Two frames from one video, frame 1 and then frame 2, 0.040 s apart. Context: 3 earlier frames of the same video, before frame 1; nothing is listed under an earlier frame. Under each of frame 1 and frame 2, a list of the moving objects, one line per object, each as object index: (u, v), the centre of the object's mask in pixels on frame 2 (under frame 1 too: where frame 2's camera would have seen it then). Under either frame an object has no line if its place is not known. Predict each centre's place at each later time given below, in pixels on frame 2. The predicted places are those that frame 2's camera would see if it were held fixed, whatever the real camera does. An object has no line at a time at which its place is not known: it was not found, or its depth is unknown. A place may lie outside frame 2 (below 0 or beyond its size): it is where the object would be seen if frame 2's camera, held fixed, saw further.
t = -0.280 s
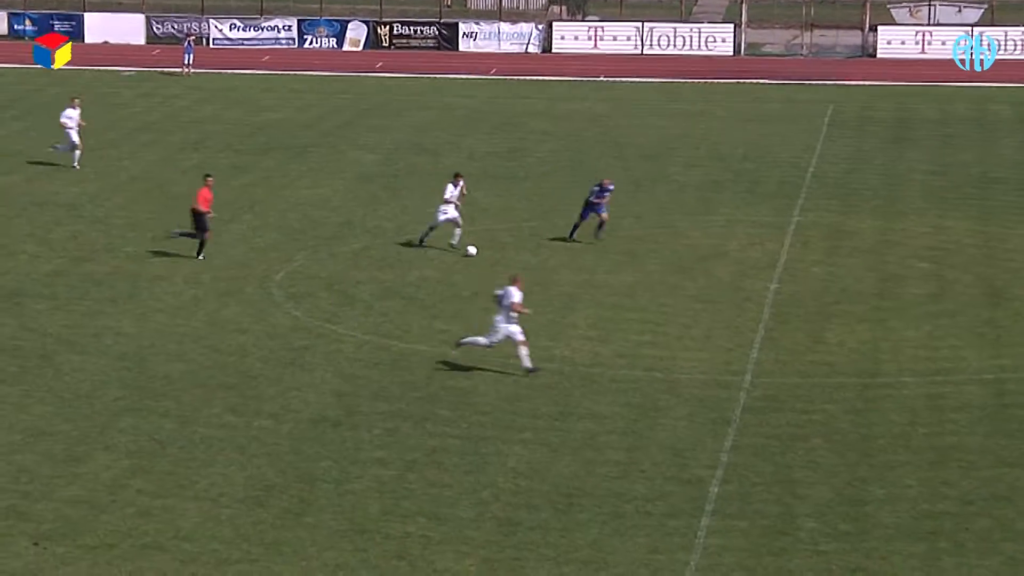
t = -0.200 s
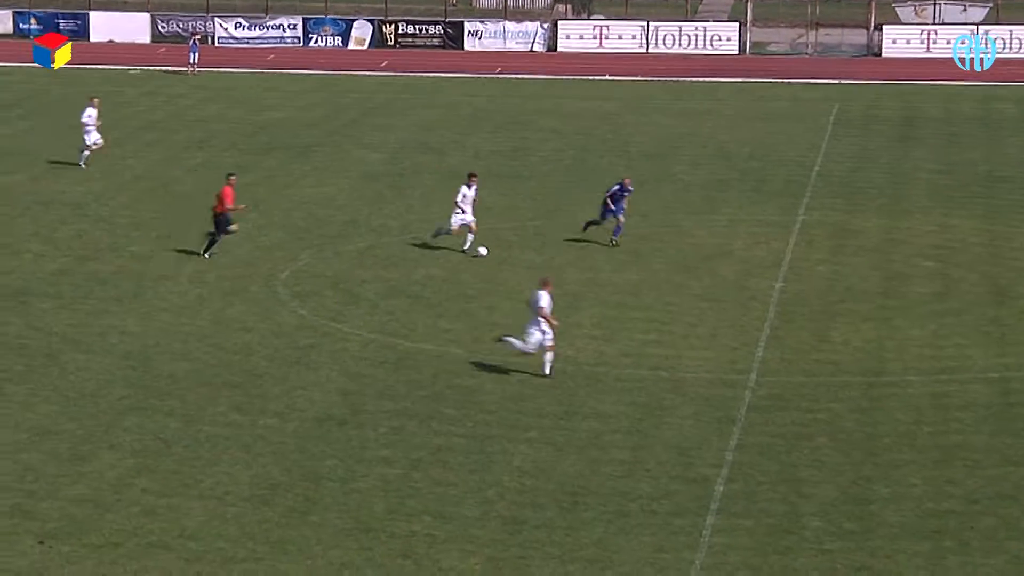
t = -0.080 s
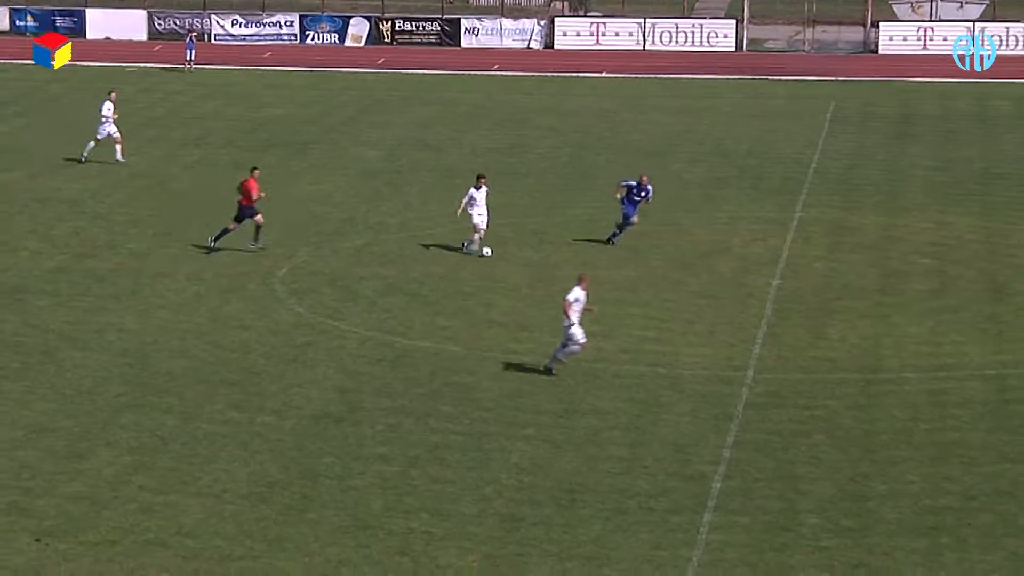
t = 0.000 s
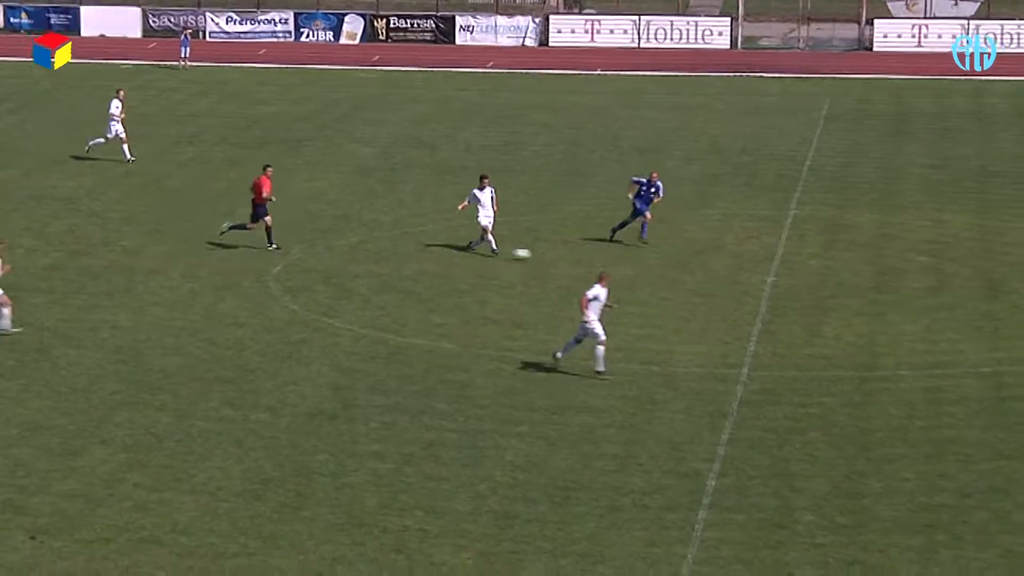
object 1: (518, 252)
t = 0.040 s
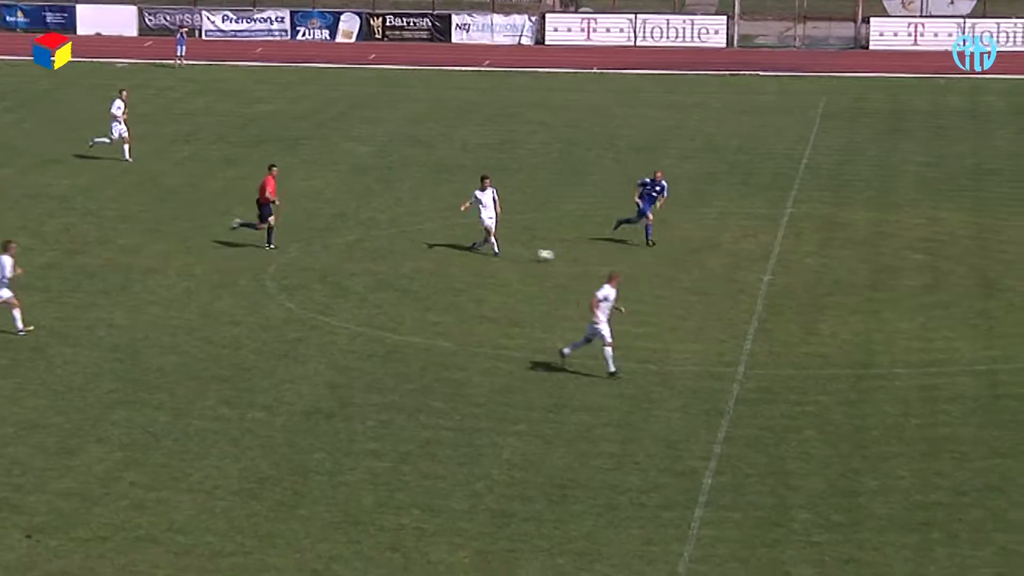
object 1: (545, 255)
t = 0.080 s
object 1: (571, 259)
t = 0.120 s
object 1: (598, 263)
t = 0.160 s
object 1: (626, 268)
